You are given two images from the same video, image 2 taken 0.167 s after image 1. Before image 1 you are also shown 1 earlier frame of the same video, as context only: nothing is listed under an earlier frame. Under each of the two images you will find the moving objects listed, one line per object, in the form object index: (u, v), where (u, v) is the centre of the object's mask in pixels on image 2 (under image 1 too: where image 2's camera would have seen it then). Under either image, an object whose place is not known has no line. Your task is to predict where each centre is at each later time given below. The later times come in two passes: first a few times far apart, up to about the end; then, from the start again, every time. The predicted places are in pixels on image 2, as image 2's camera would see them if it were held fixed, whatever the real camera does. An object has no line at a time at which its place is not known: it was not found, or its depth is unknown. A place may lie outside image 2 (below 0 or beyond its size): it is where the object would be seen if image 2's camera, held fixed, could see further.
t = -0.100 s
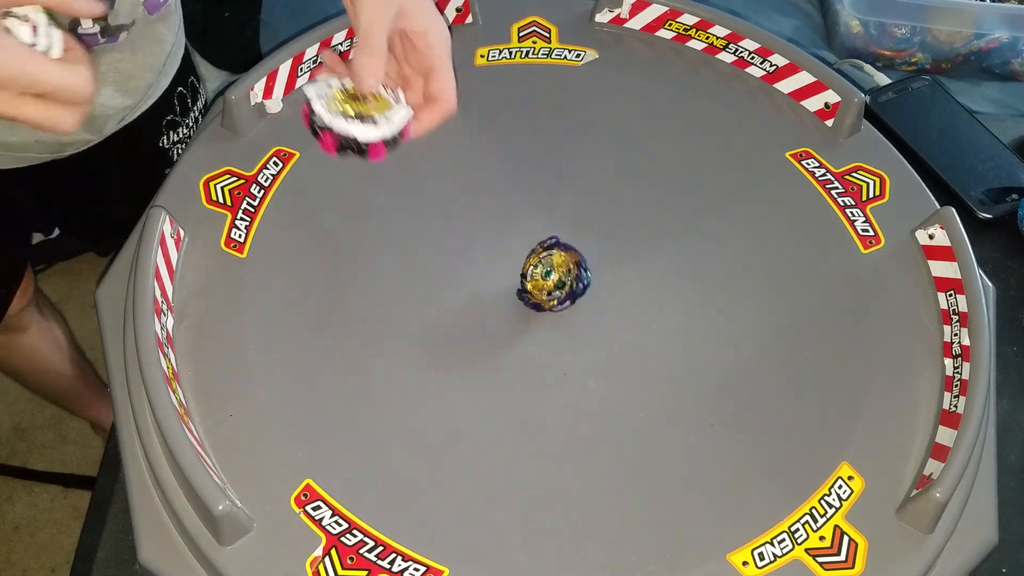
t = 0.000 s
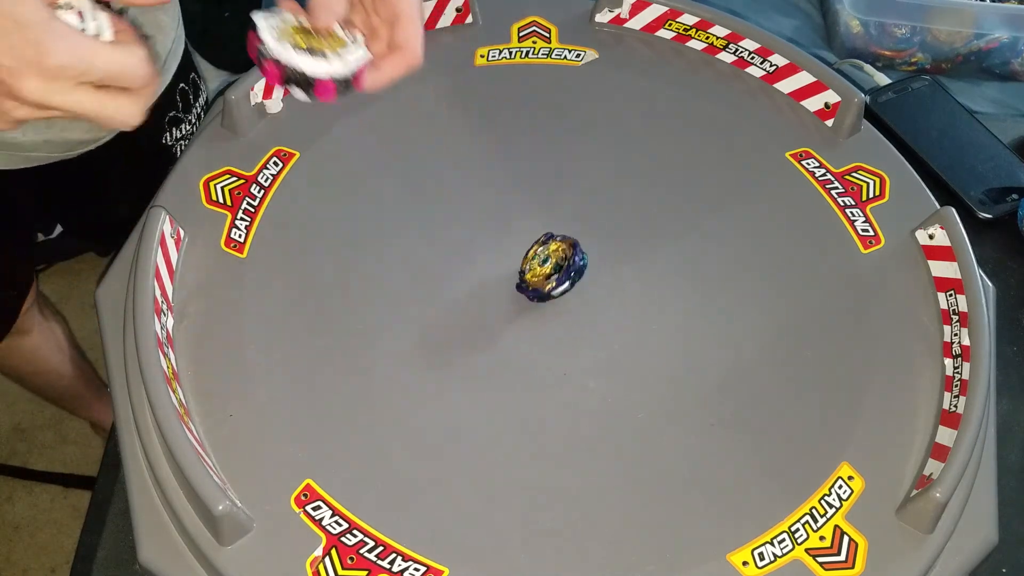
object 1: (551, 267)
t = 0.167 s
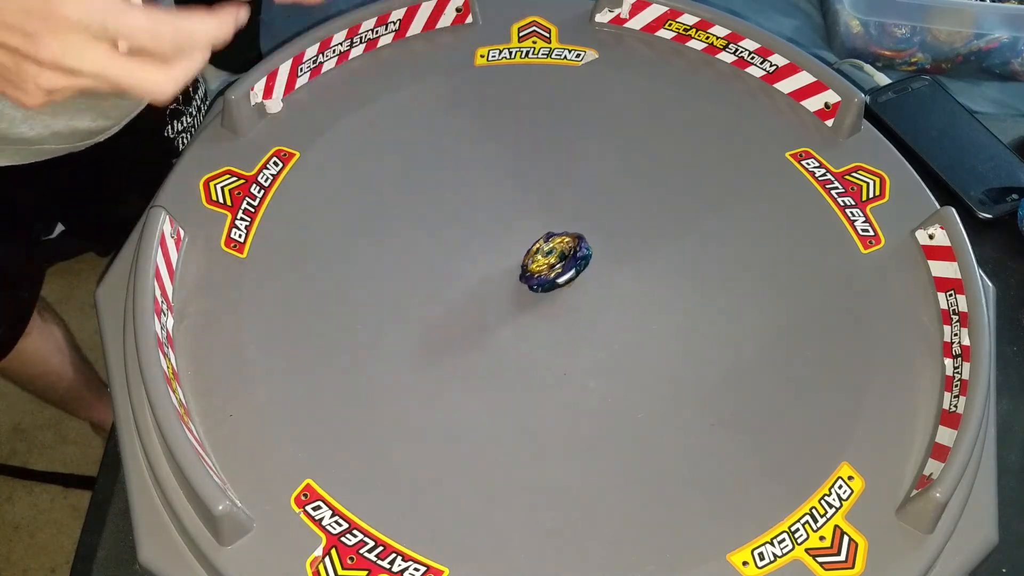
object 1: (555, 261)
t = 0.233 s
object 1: (553, 263)
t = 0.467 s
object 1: (553, 277)
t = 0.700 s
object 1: (561, 286)
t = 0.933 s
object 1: (568, 288)
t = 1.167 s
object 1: (560, 284)
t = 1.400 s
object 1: (568, 288)
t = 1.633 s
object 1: (566, 288)
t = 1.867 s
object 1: (564, 287)
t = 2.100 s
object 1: (564, 287)
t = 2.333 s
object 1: (564, 287)
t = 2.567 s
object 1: (563, 287)
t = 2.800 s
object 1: (563, 287)
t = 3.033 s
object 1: (563, 287)
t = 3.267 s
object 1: (563, 287)
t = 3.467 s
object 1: (563, 287)
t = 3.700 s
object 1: (563, 287)
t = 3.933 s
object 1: (563, 287)
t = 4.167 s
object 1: (563, 287)
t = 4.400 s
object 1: (563, 287)
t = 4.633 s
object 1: (563, 287)
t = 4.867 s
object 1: (563, 287)
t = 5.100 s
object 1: (563, 287)
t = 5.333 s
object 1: (563, 287)
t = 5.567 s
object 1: (563, 287)
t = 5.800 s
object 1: (563, 287)
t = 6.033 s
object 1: (563, 287)
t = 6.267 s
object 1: (563, 287)
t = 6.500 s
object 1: (563, 287)
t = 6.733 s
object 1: (563, 287)
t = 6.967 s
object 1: (563, 287)
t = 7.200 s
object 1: (563, 287)
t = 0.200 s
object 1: (554, 262)
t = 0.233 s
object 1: (553, 263)
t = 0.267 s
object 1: (552, 265)
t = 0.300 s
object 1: (551, 267)
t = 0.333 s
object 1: (551, 269)
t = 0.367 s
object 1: (551, 272)
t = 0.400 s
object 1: (551, 274)
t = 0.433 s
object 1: (552, 275)
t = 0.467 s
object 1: (553, 277)
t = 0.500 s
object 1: (554, 278)
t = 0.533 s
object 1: (555, 280)
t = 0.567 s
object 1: (556, 281)
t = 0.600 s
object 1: (558, 283)
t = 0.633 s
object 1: (559, 283)
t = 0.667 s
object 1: (560, 284)
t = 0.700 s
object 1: (561, 286)
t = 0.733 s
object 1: (564, 287)
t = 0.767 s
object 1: (566, 288)
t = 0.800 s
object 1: (568, 288)
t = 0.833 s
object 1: (569, 288)
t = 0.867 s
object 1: (570, 288)
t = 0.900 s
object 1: (570, 289)
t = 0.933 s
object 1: (568, 288)
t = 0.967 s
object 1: (566, 288)
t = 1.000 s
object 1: (564, 287)
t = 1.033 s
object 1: (562, 286)
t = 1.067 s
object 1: (561, 285)
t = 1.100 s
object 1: (560, 285)
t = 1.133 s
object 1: (560, 284)
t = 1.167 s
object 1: (560, 284)
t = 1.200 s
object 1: (561, 285)
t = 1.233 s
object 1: (562, 286)
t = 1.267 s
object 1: (563, 287)
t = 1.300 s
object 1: (565, 287)
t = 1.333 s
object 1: (566, 288)
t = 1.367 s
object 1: (567, 288)
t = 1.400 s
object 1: (568, 288)
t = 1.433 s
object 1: (569, 288)
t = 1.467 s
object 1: (569, 288)
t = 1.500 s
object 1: (569, 288)
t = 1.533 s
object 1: (568, 288)
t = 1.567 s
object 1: (568, 288)
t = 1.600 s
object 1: (567, 288)
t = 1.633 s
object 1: (566, 288)
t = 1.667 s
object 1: (564, 287)
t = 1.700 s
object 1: (563, 286)
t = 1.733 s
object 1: (562, 286)
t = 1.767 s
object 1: (561, 285)
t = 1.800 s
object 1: (561, 286)
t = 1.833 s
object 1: (562, 286)
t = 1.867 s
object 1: (564, 287)
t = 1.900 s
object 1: (565, 287)
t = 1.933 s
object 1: (565, 288)
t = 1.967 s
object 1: (566, 288)
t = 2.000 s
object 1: (566, 288)
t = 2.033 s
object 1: (566, 288)
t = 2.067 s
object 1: (565, 288)
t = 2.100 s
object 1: (564, 287)
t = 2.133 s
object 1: (563, 287)
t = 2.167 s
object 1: (562, 286)
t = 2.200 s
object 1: (562, 286)
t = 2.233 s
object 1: (563, 286)
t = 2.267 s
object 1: (564, 287)
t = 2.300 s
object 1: (564, 287)
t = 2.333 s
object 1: (564, 287)
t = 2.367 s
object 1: (564, 287)
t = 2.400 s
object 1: (564, 287)
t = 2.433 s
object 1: (563, 287)
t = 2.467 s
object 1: (563, 286)
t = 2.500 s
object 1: (563, 287)
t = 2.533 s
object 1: (563, 287)
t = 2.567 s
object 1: (563, 287)
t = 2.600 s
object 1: (563, 287)
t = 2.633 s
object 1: (563, 287)
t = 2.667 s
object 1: (563, 287)
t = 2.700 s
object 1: (563, 287)
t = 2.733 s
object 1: (563, 287)
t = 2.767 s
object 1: (563, 287)
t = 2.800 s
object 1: (563, 287)
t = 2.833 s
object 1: (563, 287)
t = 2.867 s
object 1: (563, 287)
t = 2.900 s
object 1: (563, 287)
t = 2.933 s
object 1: (563, 287)
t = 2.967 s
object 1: (563, 287)
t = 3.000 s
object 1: (563, 287)
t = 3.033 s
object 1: (563, 287)
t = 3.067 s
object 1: (563, 287)
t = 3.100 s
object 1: (563, 287)
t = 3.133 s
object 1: (563, 287)
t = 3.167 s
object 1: (563, 287)
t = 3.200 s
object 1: (563, 287)
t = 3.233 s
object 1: (563, 287)
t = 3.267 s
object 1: (563, 287)
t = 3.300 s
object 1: (563, 287)
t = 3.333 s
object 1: (563, 287)
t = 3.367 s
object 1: (563, 287)
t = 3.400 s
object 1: (563, 287)
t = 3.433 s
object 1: (563, 287)
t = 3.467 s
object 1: (563, 287)
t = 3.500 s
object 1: (563, 287)
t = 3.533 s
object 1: (563, 287)
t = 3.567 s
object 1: (563, 287)
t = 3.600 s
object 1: (563, 287)
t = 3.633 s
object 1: (563, 287)
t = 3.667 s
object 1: (563, 287)
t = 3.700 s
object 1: (563, 287)
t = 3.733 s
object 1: (563, 287)
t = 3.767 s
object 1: (563, 287)
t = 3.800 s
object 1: (563, 287)
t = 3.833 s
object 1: (563, 287)
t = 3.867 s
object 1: (563, 287)
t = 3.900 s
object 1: (563, 287)
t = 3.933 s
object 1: (563, 287)
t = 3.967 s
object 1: (563, 287)
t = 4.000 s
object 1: (563, 287)
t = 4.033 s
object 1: (563, 287)
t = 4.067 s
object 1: (563, 287)
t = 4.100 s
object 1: (563, 287)
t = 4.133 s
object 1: (563, 287)
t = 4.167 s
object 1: (563, 287)
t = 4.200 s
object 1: (563, 287)
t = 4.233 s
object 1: (563, 287)
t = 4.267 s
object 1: (563, 287)
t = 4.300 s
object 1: (563, 287)
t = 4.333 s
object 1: (563, 287)
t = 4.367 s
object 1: (563, 287)
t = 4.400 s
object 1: (563, 287)
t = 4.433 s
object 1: (563, 287)
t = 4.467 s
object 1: (563, 287)
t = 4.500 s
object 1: (563, 287)
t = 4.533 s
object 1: (563, 287)
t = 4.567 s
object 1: (563, 287)
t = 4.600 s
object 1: (563, 287)
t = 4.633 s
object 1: (563, 287)
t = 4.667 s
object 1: (563, 287)
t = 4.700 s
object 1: (563, 287)
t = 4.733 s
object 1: (563, 287)
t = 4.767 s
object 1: (563, 287)
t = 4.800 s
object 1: (563, 287)
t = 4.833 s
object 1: (563, 287)
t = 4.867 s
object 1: (563, 287)
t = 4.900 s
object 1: (563, 287)
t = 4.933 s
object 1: (563, 287)
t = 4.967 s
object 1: (563, 287)
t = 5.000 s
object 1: (563, 287)
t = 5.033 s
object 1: (563, 287)
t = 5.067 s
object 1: (563, 287)
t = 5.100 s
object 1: (563, 287)
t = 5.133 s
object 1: (563, 287)
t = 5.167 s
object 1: (563, 287)
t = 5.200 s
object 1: (563, 287)
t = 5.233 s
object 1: (563, 287)
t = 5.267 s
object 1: (563, 287)
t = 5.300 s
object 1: (563, 287)
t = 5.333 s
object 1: (563, 287)
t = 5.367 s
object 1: (563, 287)
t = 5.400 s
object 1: (563, 287)
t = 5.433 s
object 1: (563, 287)
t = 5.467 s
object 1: (563, 287)
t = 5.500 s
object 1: (563, 287)
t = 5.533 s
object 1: (563, 287)
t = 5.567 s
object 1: (563, 287)
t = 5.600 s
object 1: (563, 287)
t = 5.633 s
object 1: (563, 287)
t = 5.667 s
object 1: (563, 287)
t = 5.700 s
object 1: (563, 287)
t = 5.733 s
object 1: (563, 287)
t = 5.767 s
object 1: (563, 287)
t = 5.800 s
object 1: (563, 287)
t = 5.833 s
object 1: (563, 287)
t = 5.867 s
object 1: (563, 287)
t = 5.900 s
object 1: (563, 287)
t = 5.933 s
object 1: (563, 287)
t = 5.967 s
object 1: (563, 287)
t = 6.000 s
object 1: (563, 287)
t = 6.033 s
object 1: (563, 287)
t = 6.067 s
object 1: (563, 287)
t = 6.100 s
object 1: (563, 287)
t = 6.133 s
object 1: (563, 287)
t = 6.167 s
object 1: (563, 287)
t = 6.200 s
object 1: (563, 287)
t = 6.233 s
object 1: (563, 287)
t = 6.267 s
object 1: (563, 287)
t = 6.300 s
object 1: (563, 287)
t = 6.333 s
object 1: (563, 287)
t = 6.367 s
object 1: (563, 287)
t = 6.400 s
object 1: (563, 287)
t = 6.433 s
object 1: (563, 287)
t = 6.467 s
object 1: (563, 287)
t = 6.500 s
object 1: (563, 287)
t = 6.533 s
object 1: (563, 287)
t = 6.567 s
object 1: (563, 287)
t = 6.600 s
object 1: (563, 287)
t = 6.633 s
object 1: (563, 287)
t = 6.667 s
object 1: (563, 287)
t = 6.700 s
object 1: (563, 287)
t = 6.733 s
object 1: (563, 287)
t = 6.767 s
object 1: (563, 287)
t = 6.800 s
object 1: (563, 287)
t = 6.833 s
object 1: (563, 287)
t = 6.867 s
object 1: (563, 287)
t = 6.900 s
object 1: (563, 287)
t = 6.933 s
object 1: (563, 287)
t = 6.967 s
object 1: (563, 287)
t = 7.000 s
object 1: (563, 287)
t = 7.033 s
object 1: (563, 287)
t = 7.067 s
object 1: (563, 287)
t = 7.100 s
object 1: (563, 287)
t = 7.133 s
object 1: (563, 287)
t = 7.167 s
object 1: (563, 287)
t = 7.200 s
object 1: (563, 287)
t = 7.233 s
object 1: (563, 287)
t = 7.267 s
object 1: (563, 287)
